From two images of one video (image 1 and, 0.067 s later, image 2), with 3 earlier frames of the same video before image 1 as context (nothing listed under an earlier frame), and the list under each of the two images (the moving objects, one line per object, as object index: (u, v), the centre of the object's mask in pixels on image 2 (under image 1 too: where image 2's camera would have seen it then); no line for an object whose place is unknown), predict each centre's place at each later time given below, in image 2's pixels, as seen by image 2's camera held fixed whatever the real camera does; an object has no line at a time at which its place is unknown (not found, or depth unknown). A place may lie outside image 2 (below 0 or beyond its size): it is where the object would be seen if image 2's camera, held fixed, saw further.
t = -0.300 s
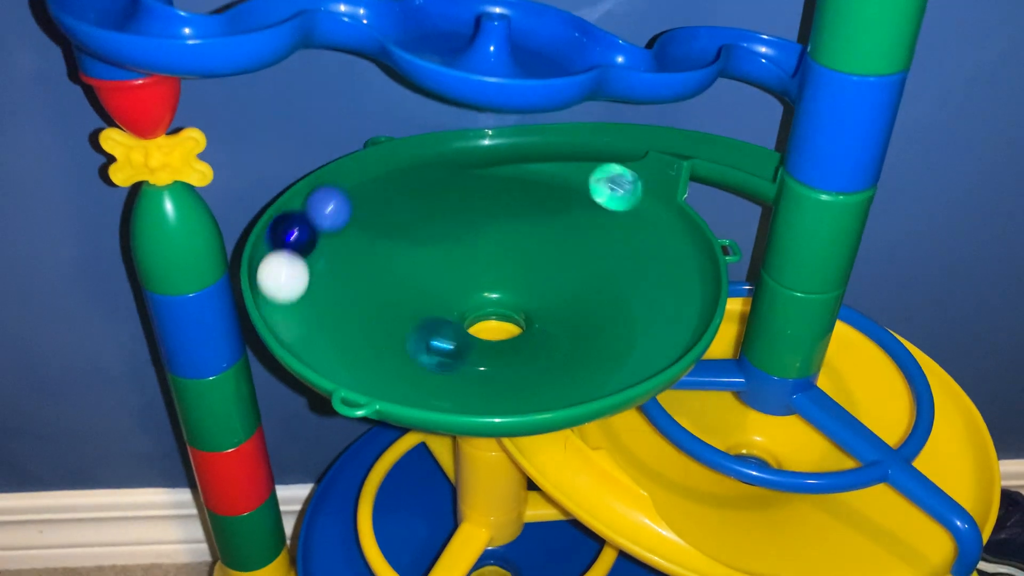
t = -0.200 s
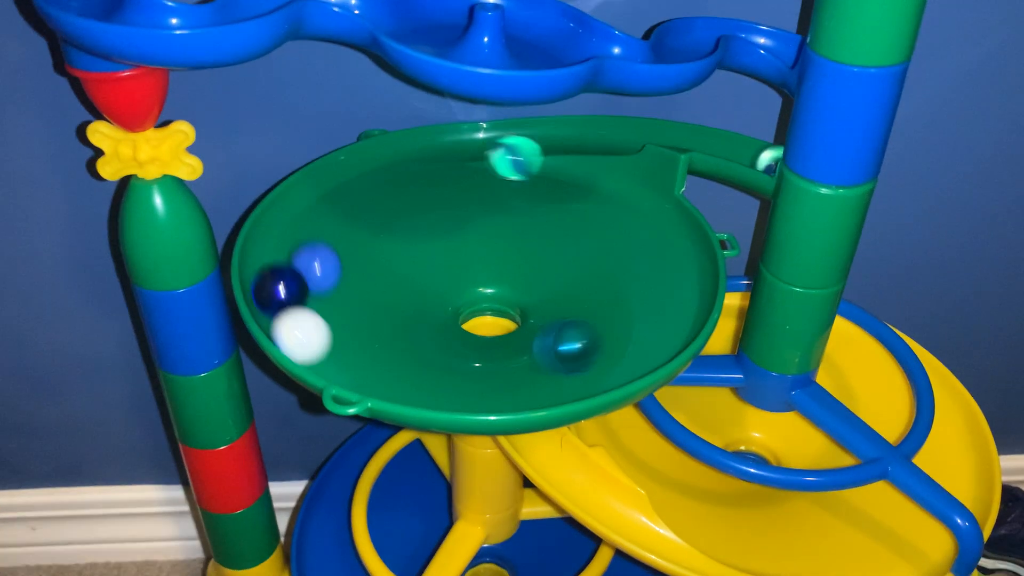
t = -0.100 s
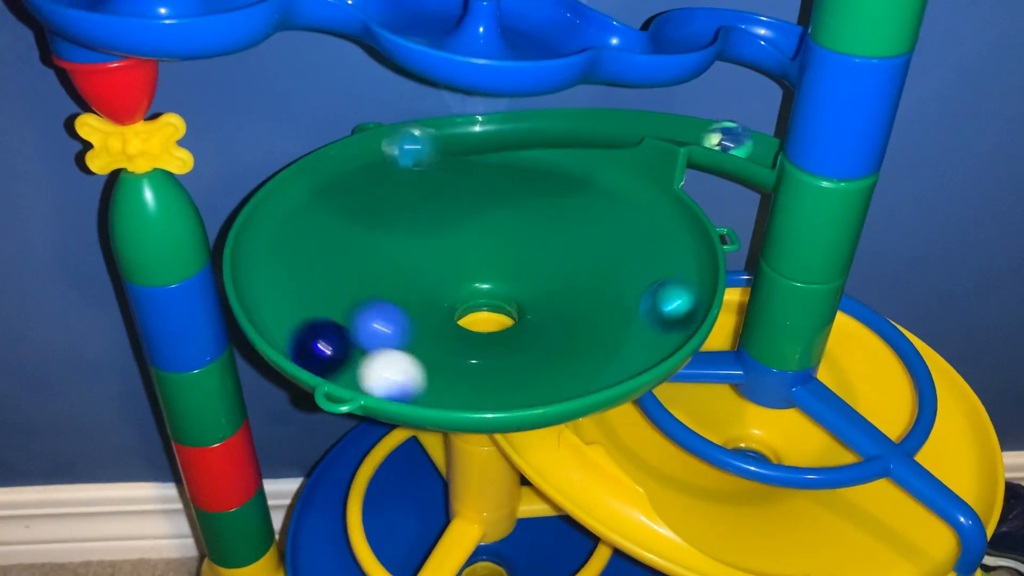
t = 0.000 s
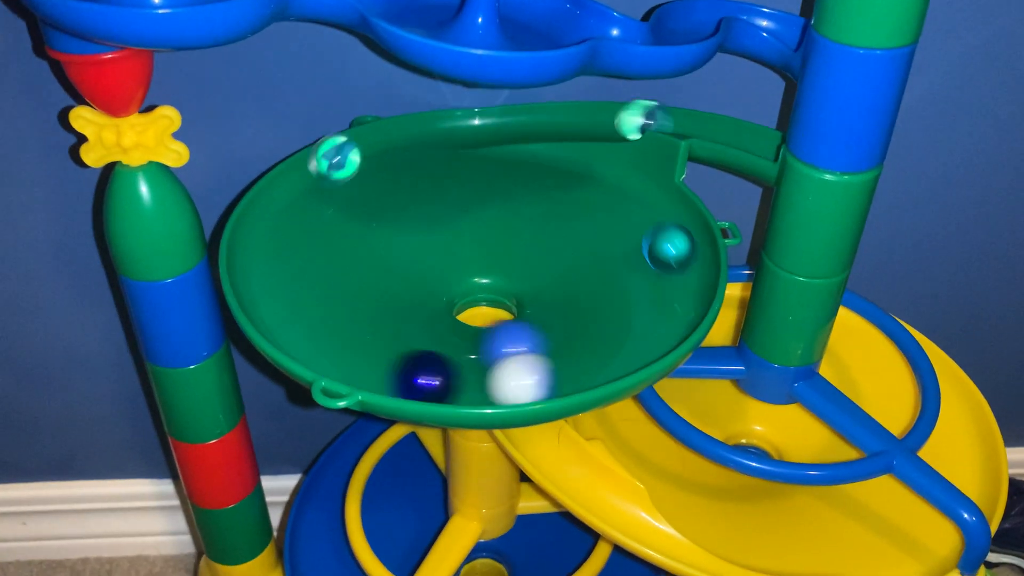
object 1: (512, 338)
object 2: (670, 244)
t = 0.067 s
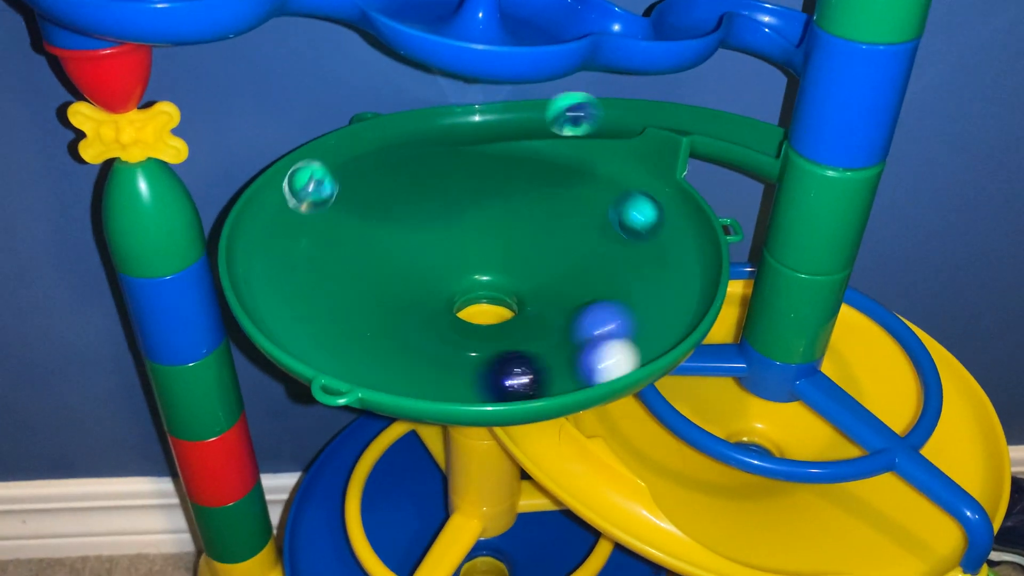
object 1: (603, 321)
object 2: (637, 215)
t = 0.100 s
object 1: (641, 304)
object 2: (614, 202)
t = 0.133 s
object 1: (672, 284)
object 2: (587, 190)
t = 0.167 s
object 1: (693, 263)
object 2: (560, 180)
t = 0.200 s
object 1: (689, 244)
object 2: (530, 173)
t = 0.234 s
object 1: (672, 226)
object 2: (499, 167)
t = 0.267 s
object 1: (656, 211)
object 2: (468, 165)
